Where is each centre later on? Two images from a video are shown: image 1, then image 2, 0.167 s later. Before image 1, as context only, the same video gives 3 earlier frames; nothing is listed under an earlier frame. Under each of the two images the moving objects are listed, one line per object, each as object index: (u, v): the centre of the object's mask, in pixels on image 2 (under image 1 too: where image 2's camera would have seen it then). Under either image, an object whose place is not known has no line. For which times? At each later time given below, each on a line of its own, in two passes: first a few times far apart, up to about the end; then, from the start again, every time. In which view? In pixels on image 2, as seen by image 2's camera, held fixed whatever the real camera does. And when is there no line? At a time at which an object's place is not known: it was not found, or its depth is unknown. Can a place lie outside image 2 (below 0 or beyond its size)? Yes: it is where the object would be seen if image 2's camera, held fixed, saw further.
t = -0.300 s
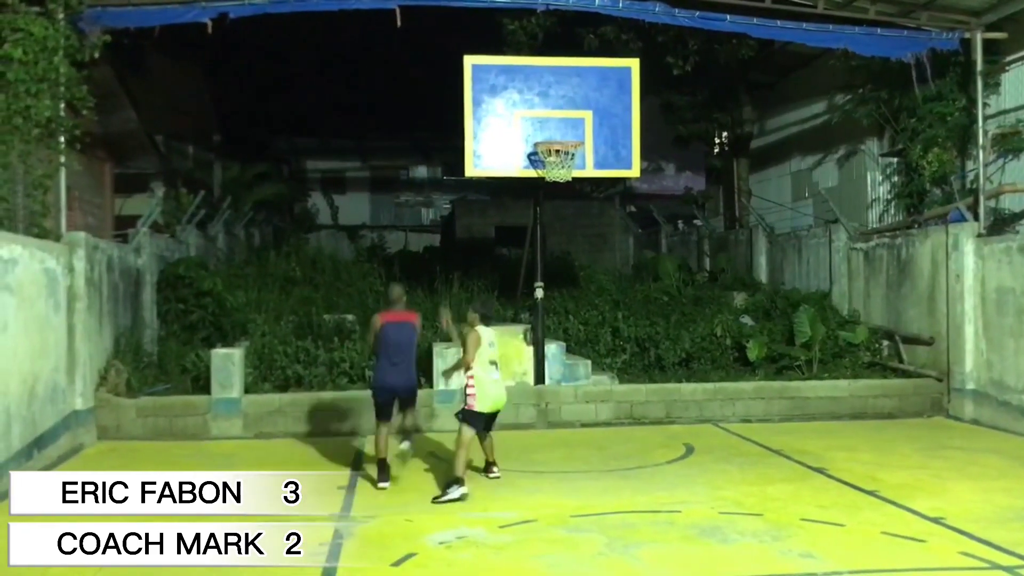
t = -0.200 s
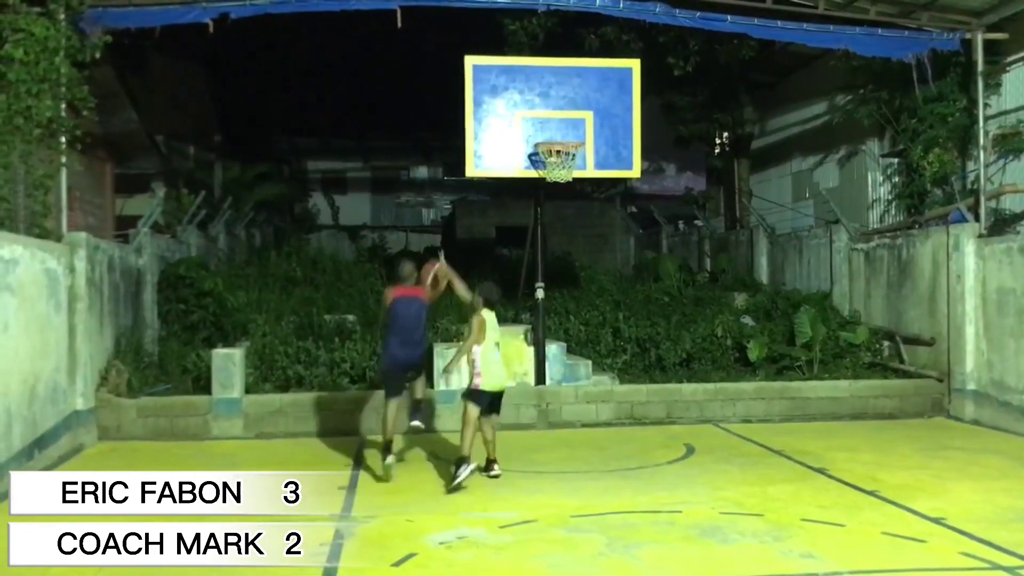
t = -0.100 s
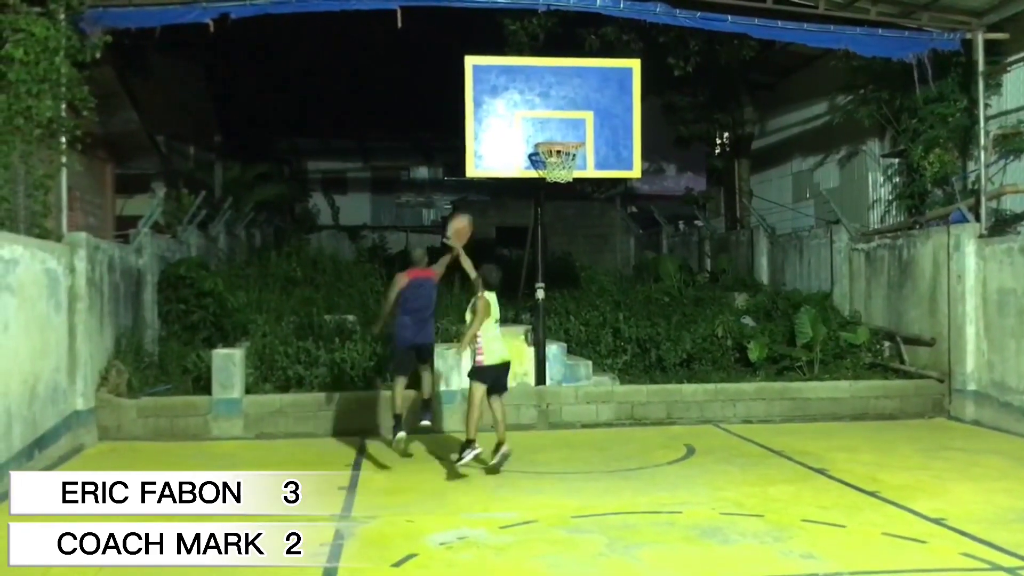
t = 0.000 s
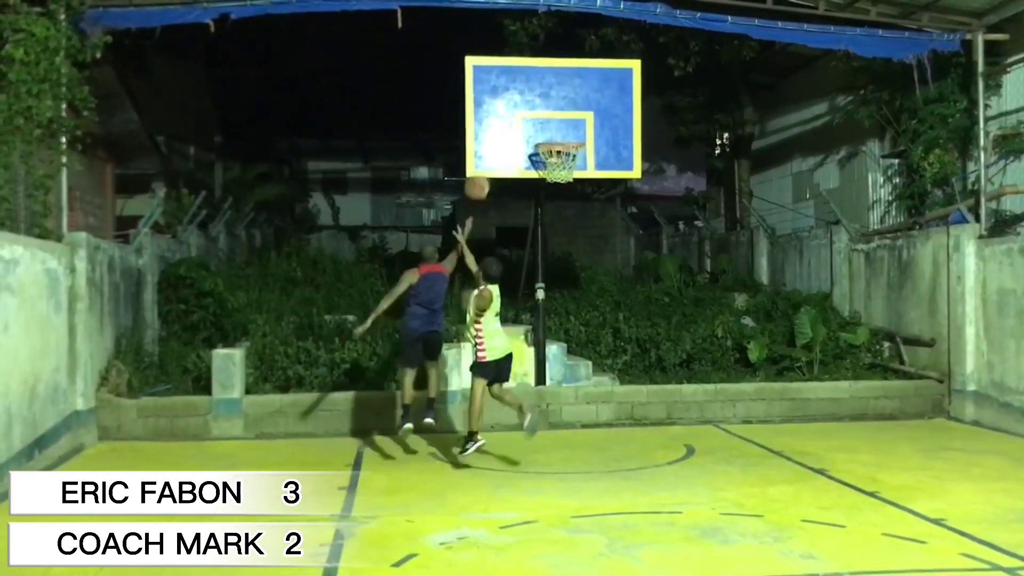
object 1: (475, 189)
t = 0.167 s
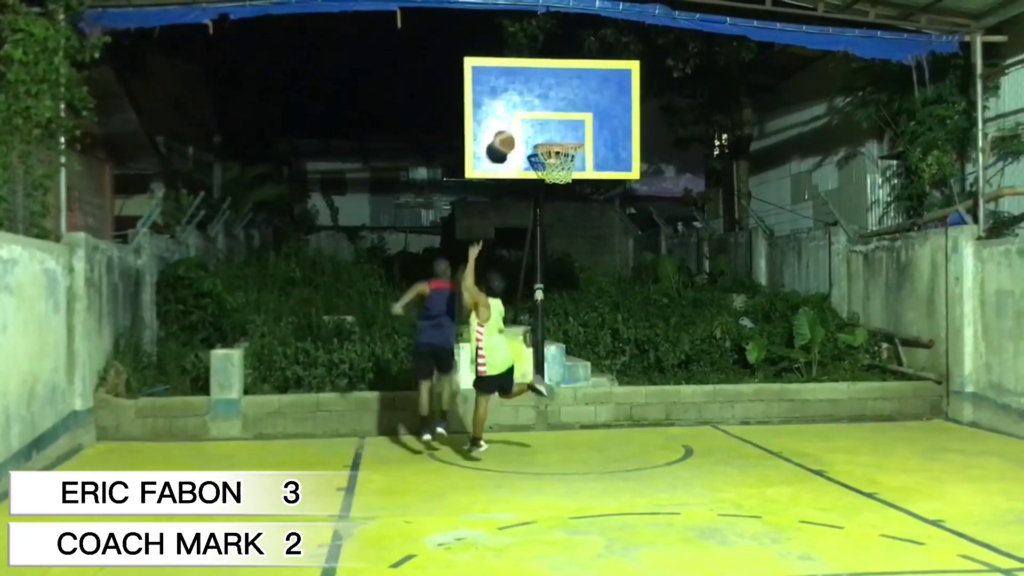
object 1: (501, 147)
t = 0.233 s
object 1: (514, 135)
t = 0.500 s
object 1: (545, 128)
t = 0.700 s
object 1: (560, 156)
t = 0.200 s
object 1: (506, 140)
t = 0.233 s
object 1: (514, 135)
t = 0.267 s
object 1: (519, 131)
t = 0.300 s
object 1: (524, 129)
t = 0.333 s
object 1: (529, 127)
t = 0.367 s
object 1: (531, 126)
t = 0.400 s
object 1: (534, 126)
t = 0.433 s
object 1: (539, 123)
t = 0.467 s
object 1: (543, 124)
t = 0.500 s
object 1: (545, 128)
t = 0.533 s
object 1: (549, 131)
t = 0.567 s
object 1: (552, 134)
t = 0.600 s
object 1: (555, 136)
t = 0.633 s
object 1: (557, 148)
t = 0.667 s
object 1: (559, 154)
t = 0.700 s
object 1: (560, 156)
